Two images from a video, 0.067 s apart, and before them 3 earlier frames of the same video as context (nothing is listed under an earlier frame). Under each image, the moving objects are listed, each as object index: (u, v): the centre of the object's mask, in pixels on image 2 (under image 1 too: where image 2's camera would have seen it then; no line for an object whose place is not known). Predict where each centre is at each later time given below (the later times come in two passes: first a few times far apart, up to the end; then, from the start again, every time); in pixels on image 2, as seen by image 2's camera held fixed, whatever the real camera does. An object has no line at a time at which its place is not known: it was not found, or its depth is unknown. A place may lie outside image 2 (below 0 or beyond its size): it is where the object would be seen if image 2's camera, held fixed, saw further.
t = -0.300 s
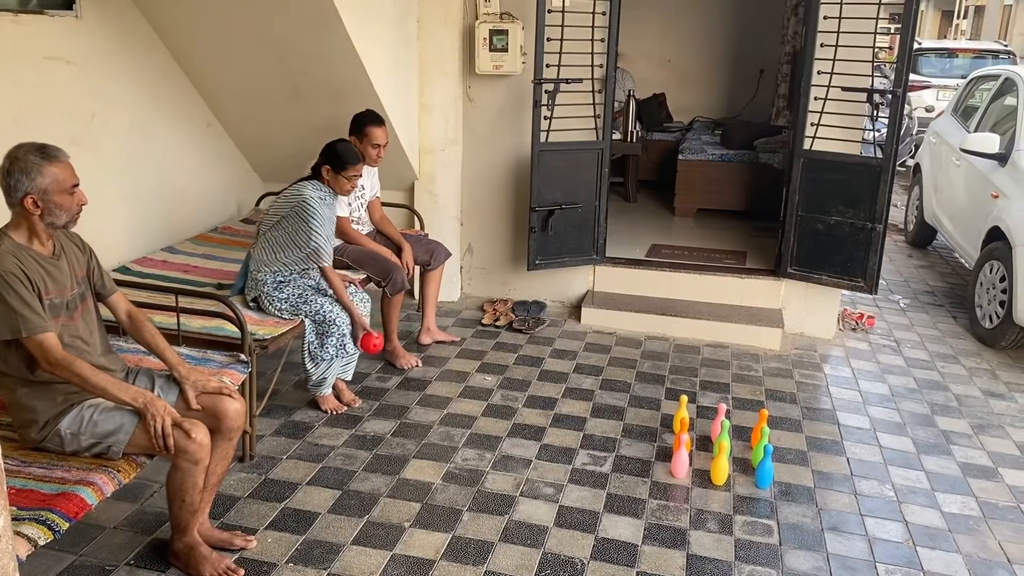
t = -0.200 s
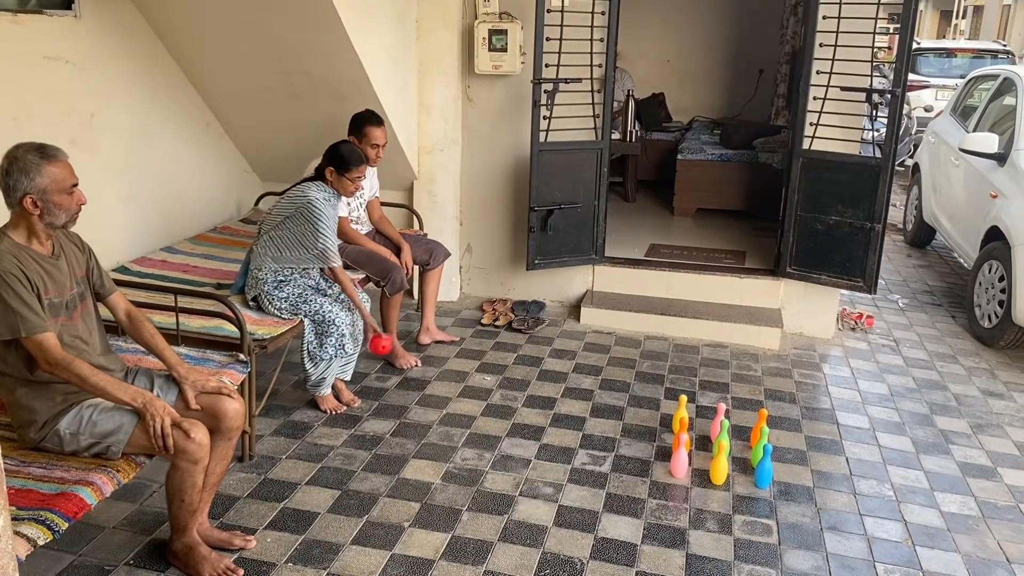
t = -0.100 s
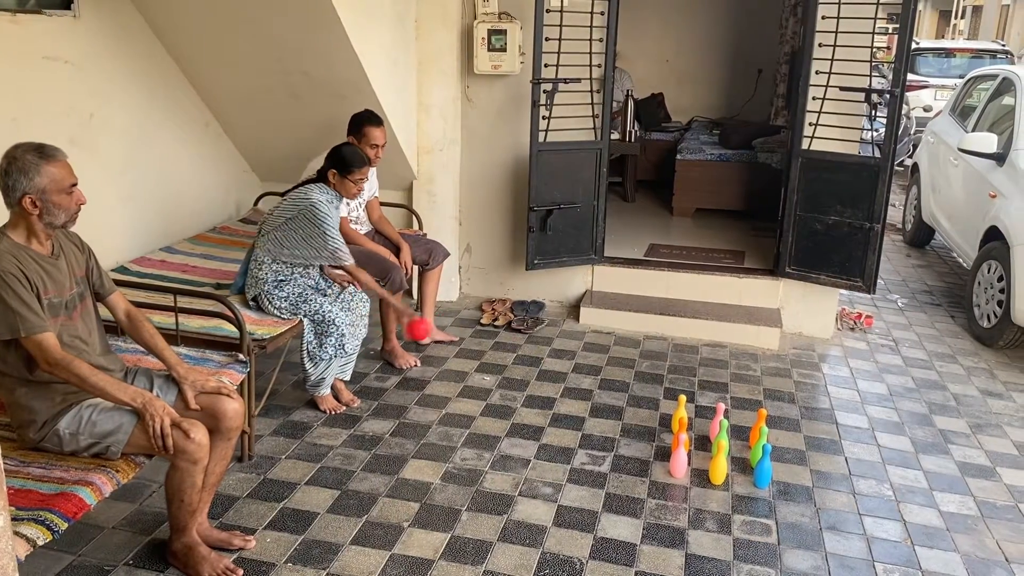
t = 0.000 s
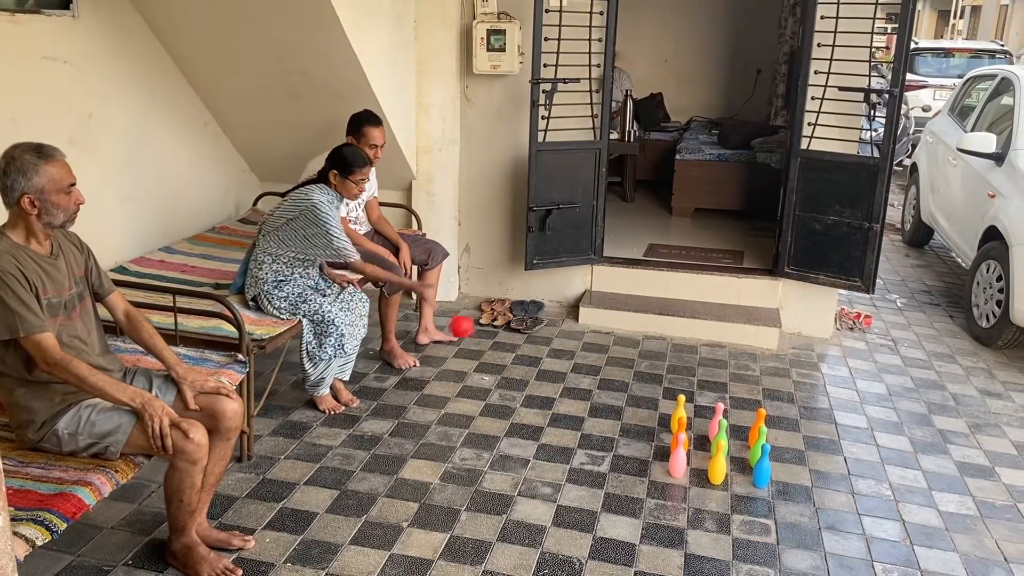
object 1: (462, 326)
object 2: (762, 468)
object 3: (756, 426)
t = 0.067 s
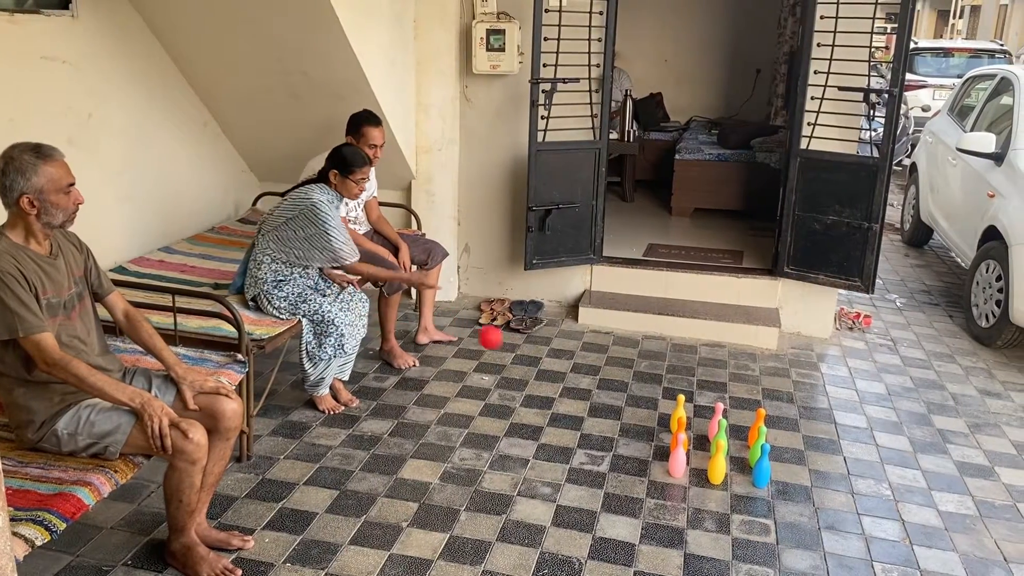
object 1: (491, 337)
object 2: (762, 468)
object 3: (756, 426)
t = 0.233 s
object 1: (561, 405)
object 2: (762, 468)
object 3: (756, 427)
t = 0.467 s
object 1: (637, 380)
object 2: (762, 468)
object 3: (756, 426)
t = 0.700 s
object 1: (701, 432)
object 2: (762, 468)
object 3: (756, 426)
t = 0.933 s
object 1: (744, 418)
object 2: (762, 468)
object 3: (758, 425)
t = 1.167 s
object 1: (767, 429)
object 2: (773, 477)
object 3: (781, 434)
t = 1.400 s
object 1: (789, 434)
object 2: (791, 495)
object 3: (772, 433)
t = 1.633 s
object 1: (814, 441)
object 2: (809, 505)
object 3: (786, 432)
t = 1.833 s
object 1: (841, 451)
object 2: (818, 506)
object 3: (791, 434)
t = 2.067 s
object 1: (876, 457)
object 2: (833, 507)
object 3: (799, 437)
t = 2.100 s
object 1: (881, 460)
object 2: (836, 506)
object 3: (800, 438)
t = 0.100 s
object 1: (505, 346)
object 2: (762, 468)
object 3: (756, 426)
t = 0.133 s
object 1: (519, 356)
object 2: (762, 468)
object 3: (756, 426)
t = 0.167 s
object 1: (533, 370)
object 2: (762, 468)
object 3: (756, 426)
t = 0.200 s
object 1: (547, 387)
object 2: (762, 468)
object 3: (756, 426)
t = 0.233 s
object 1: (561, 405)
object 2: (762, 468)
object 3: (756, 427)
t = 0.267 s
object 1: (574, 425)
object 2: (762, 468)
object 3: (756, 426)
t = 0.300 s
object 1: (585, 415)
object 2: (762, 468)
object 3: (756, 426)
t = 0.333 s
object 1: (595, 404)
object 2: (762, 468)
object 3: (756, 426)
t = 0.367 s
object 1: (606, 393)
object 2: (762, 468)
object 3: (756, 426)
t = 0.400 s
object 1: (616, 386)
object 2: (762, 468)
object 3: (756, 426)
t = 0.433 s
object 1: (627, 382)
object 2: (762, 468)
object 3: (756, 426)
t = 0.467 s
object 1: (637, 380)
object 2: (762, 468)
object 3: (756, 426)
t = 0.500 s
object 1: (647, 380)
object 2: (762, 468)
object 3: (756, 426)
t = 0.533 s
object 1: (656, 383)
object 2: (762, 468)
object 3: (756, 426)
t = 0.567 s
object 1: (666, 388)
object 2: (762, 468)
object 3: (756, 426)
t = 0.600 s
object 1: (675, 396)
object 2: (762, 468)
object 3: (756, 426)
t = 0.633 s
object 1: (684, 406)
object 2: (762, 468)
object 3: (756, 426)
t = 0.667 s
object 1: (694, 418)
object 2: (762, 468)
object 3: (756, 426)
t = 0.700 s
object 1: (701, 432)
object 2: (762, 468)
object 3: (756, 426)
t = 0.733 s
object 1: (707, 435)
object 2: (762, 468)
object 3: (756, 426)
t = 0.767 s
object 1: (715, 425)
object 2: (762, 468)
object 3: (756, 426)
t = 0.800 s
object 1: (722, 418)
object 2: (762, 468)
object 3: (756, 426)
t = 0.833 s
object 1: (729, 415)
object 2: (762, 468)
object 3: (756, 426)
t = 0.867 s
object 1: (734, 414)
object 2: (762, 468)
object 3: (756, 426)
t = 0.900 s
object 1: (739, 415)
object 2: (762, 468)
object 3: (756, 427)
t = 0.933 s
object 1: (744, 418)
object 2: (762, 468)
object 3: (758, 425)
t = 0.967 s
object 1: (748, 423)
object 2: (762, 468)
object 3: (761, 415)
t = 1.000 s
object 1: (750, 429)
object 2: (762, 468)
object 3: (765, 420)
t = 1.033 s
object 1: (748, 436)
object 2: (764, 469)
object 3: (767, 420)
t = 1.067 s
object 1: (749, 440)
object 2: (766, 470)
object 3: (769, 423)
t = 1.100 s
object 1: (751, 436)
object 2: (768, 471)
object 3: (773, 425)
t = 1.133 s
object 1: (758, 432)
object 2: (770, 474)
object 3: (779, 426)
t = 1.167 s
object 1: (767, 429)
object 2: (773, 477)
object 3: (781, 434)
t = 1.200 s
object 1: (771, 429)
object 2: (776, 483)
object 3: (786, 431)
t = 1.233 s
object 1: (774, 432)
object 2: (778, 489)
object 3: (789, 427)
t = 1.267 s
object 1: (776, 437)
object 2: (781, 492)
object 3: (787, 425)
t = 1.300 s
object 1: (778, 444)
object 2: (785, 489)
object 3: (783, 428)
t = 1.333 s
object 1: (781, 439)
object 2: (787, 489)
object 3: (784, 428)
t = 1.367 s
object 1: (785, 435)
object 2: (789, 491)
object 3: (770, 433)
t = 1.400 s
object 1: (789, 434)
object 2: (791, 495)
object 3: (772, 433)
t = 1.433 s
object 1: (792, 435)
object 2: (794, 499)
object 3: (774, 432)
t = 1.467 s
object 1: (795, 438)
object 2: (798, 499)
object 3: (776, 432)
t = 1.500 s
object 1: (798, 445)
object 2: (800, 499)
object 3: (783, 431)
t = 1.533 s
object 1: (801, 443)
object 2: (801, 502)
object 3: (782, 431)
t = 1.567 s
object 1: (806, 439)
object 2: (804, 503)
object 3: (782, 431)
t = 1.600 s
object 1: (810, 439)
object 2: (806, 503)
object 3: (784, 431)
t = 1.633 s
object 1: (814, 441)
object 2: (809, 505)
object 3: (786, 432)
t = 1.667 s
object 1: (817, 445)
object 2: (811, 507)
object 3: (787, 432)
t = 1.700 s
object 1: (821, 449)
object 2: (813, 506)
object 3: (788, 432)
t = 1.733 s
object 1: (826, 446)
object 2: (813, 506)
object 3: (788, 433)
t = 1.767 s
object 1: (832, 445)
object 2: (815, 505)
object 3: (789, 433)
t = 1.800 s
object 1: (836, 447)
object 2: (816, 505)
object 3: (790, 433)
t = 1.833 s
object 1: (841, 451)
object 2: (818, 506)
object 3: (791, 434)
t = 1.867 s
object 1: (846, 452)
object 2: (820, 506)
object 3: (792, 434)
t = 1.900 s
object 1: (851, 450)
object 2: (822, 506)
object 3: (792, 435)
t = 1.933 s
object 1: (856, 451)
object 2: (824, 506)
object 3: (793, 435)
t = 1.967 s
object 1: (861, 455)
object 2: (826, 506)
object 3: (794, 435)
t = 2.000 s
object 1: (865, 458)
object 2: (828, 506)
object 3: (795, 436)
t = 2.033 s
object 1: (871, 456)
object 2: (831, 507)
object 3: (797, 436)
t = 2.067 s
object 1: (876, 457)
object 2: (833, 507)
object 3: (799, 437)
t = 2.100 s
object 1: (881, 460)
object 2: (836, 506)
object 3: (800, 438)
